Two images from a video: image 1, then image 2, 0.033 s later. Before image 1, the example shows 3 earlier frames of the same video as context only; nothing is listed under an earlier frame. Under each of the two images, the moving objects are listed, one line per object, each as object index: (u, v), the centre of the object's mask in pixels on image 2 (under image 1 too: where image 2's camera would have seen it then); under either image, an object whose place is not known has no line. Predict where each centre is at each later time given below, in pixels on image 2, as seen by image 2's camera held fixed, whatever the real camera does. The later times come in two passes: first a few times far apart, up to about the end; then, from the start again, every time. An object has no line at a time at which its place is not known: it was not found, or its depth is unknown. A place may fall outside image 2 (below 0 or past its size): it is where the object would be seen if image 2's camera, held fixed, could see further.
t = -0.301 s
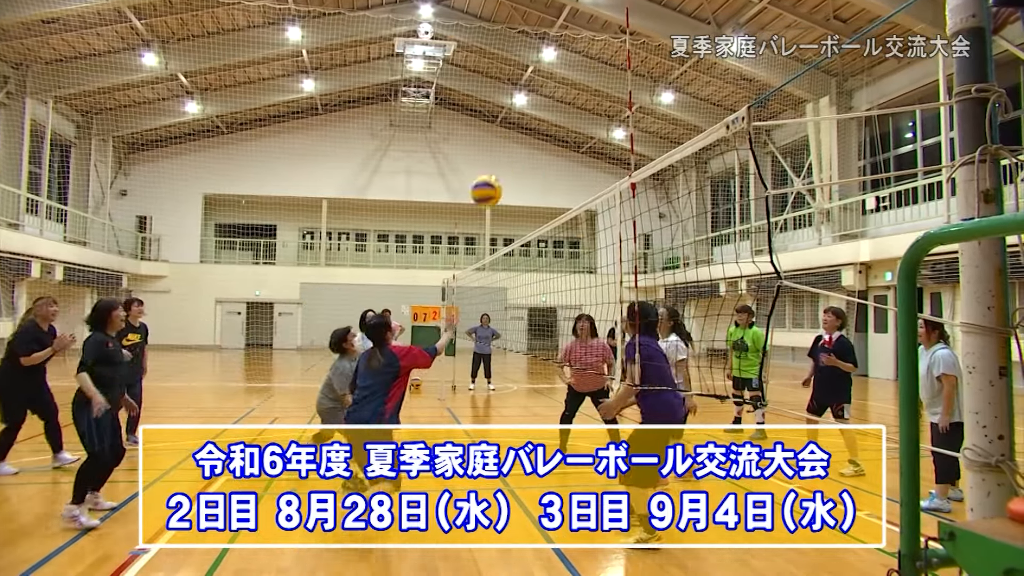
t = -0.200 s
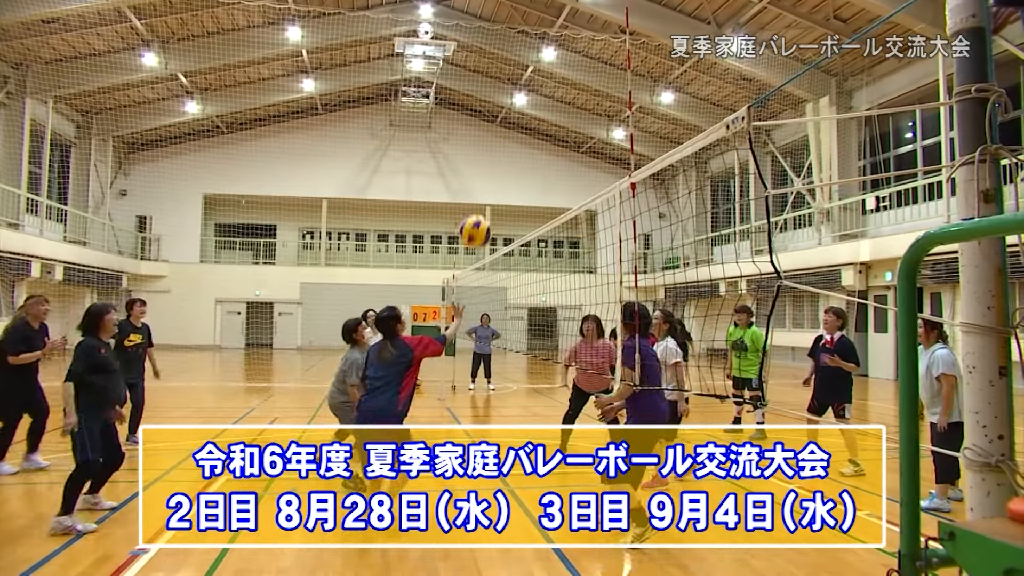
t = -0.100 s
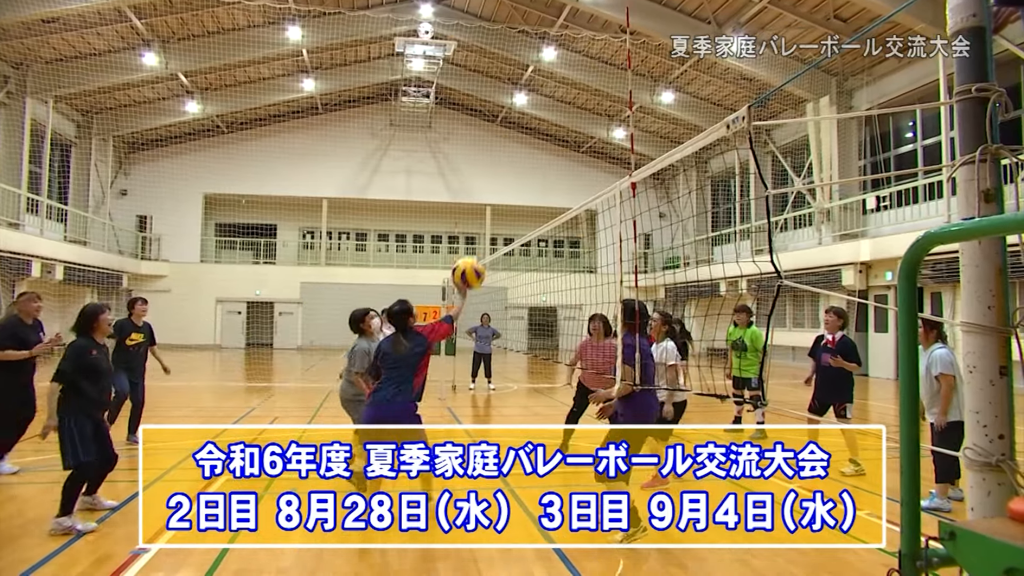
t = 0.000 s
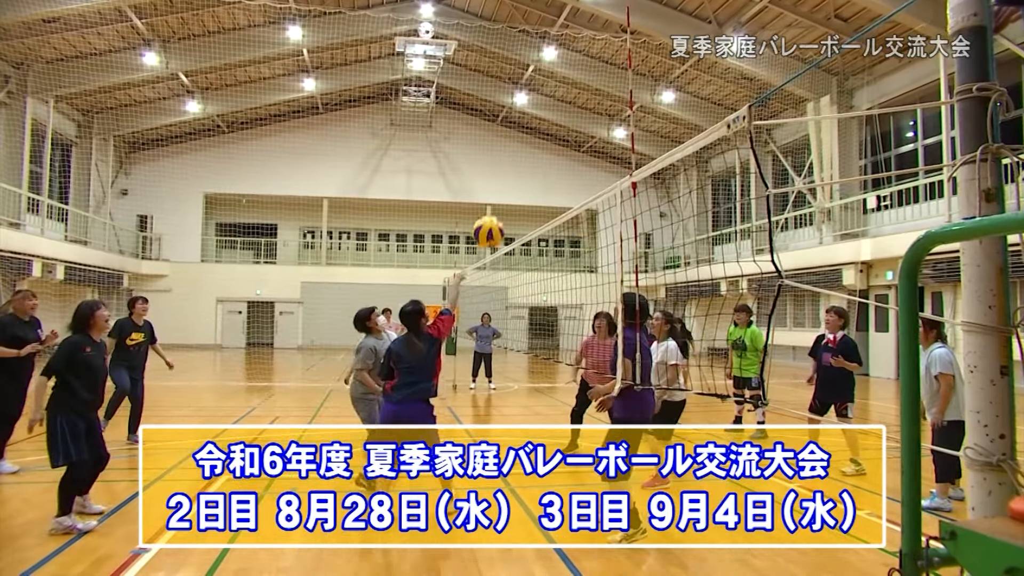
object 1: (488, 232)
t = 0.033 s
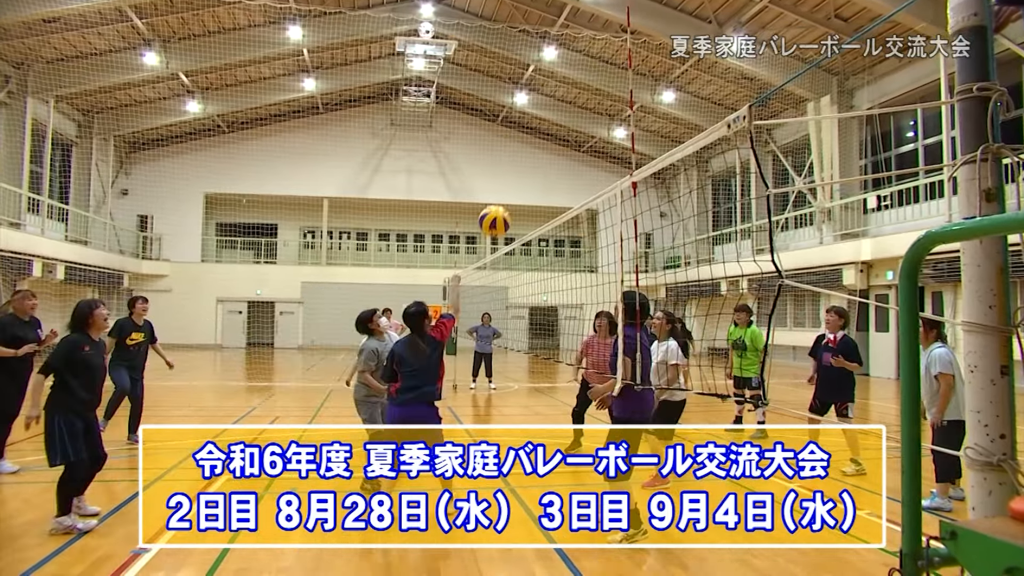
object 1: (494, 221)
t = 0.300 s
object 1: (532, 182)
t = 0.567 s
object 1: (554, 207)
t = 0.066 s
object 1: (500, 211)
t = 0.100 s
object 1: (506, 203)
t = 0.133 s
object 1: (511, 197)
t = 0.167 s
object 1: (515, 191)
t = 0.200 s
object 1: (520, 187)
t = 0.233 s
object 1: (524, 184)
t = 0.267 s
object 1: (528, 182)
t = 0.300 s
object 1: (532, 182)
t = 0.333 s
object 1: (535, 182)
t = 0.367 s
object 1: (539, 182)
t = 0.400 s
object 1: (542, 185)
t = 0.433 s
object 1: (545, 188)
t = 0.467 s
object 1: (548, 192)
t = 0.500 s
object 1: (551, 197)
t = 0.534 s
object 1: (553, 202)
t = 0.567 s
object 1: (554, 207)
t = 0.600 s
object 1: (556, 214)
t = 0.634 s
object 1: (559, 226)
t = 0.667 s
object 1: (561, 235)
